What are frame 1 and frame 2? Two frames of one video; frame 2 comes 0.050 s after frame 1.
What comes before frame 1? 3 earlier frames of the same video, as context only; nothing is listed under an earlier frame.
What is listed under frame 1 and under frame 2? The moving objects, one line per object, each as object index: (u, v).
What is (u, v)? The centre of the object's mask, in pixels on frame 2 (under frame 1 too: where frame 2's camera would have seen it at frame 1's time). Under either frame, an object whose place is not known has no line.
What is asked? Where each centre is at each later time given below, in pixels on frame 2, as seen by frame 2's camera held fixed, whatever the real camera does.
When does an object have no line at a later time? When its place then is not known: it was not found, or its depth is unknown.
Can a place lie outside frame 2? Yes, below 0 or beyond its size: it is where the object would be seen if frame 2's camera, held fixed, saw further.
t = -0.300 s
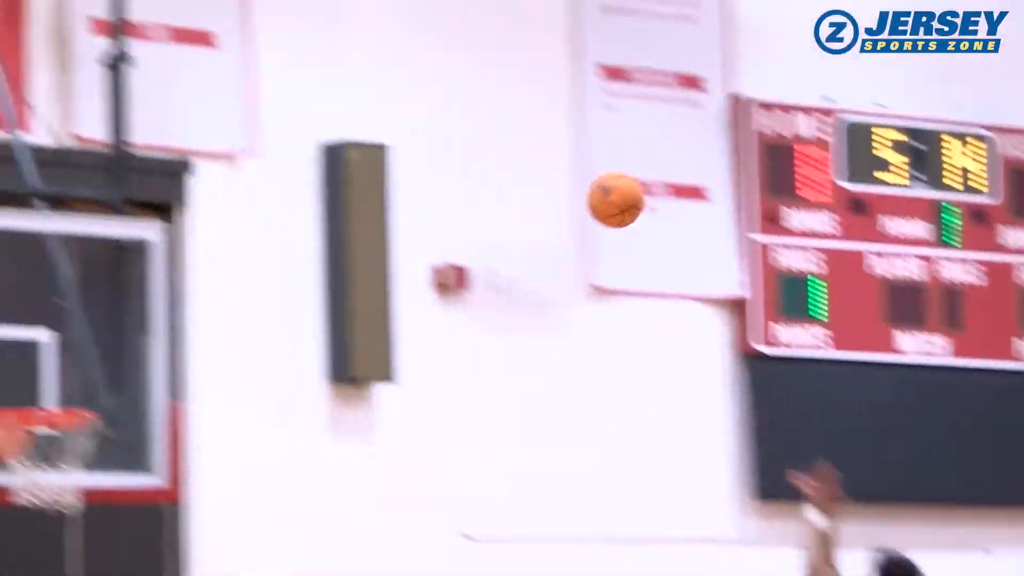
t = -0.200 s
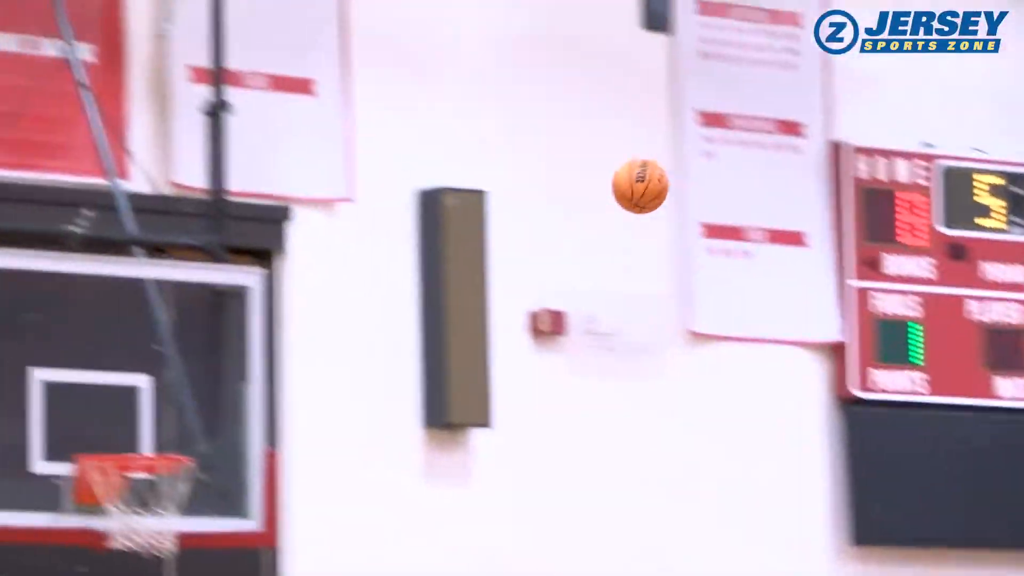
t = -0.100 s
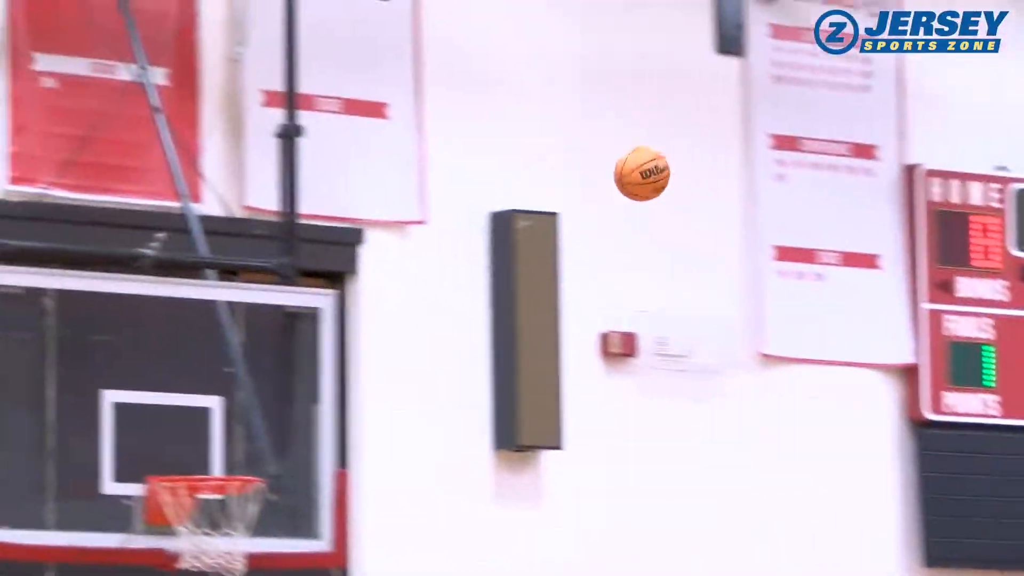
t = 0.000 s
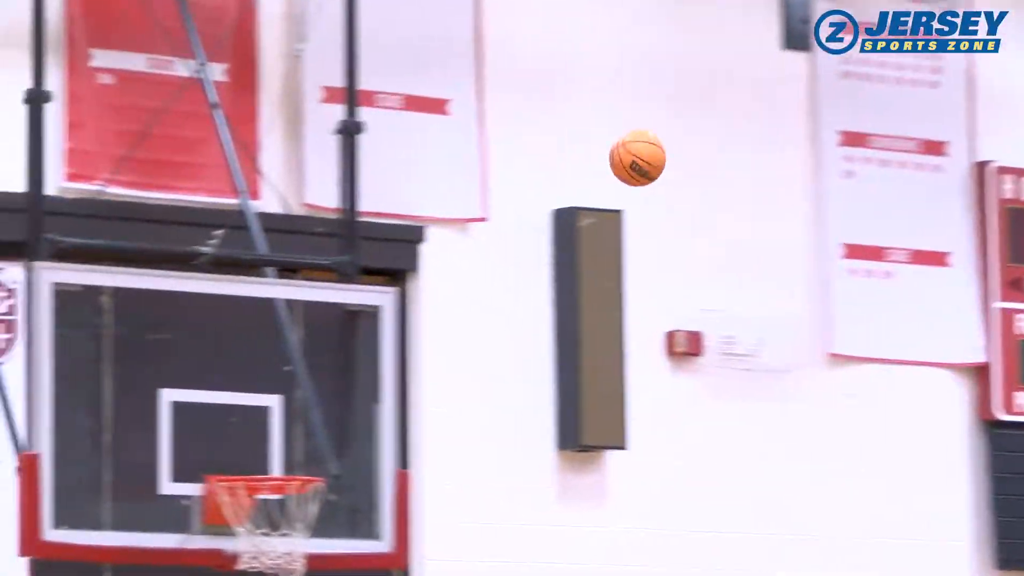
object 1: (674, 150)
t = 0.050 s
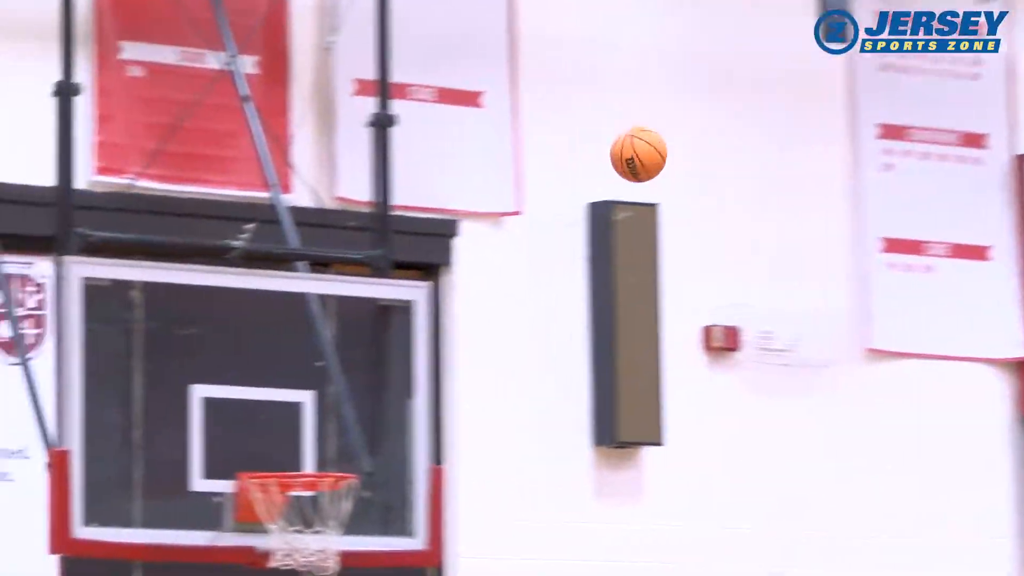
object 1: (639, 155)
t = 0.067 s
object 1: (627, 157)
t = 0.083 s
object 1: (616, 160)
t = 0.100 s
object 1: (604, 163)
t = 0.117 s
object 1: (593, 168)
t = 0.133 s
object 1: (582, 173)
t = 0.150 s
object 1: (570, 179)
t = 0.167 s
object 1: (559, 184)
